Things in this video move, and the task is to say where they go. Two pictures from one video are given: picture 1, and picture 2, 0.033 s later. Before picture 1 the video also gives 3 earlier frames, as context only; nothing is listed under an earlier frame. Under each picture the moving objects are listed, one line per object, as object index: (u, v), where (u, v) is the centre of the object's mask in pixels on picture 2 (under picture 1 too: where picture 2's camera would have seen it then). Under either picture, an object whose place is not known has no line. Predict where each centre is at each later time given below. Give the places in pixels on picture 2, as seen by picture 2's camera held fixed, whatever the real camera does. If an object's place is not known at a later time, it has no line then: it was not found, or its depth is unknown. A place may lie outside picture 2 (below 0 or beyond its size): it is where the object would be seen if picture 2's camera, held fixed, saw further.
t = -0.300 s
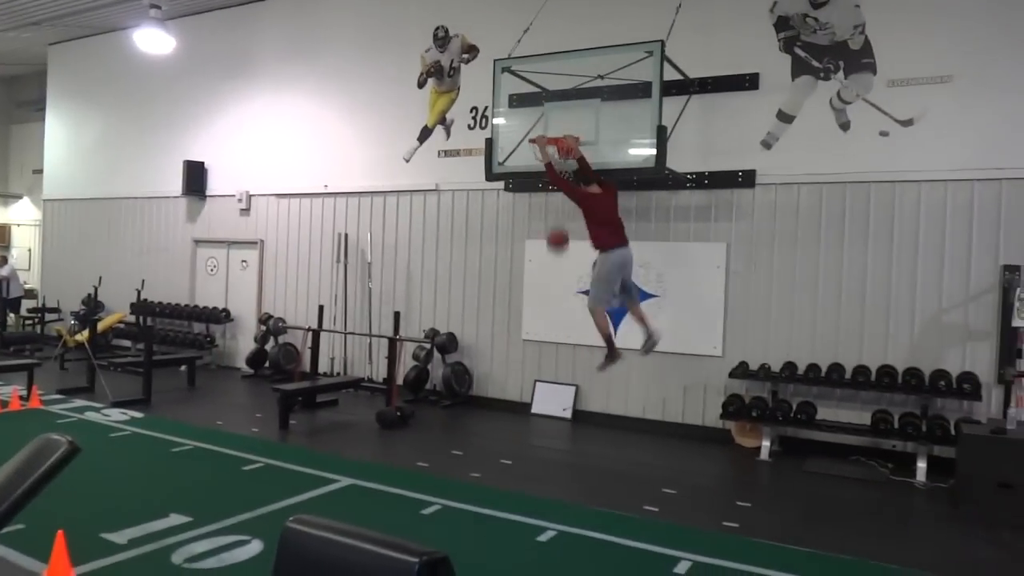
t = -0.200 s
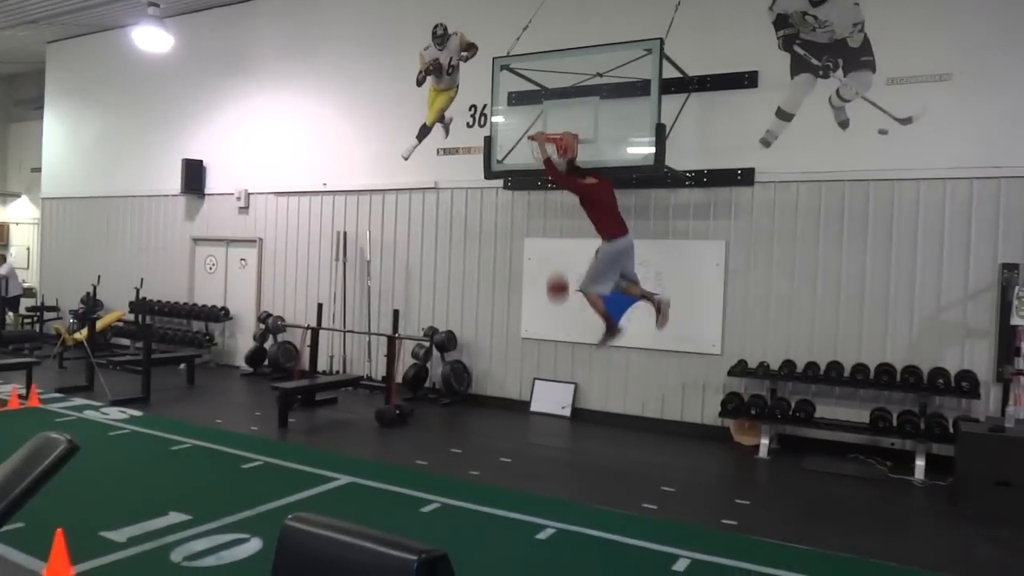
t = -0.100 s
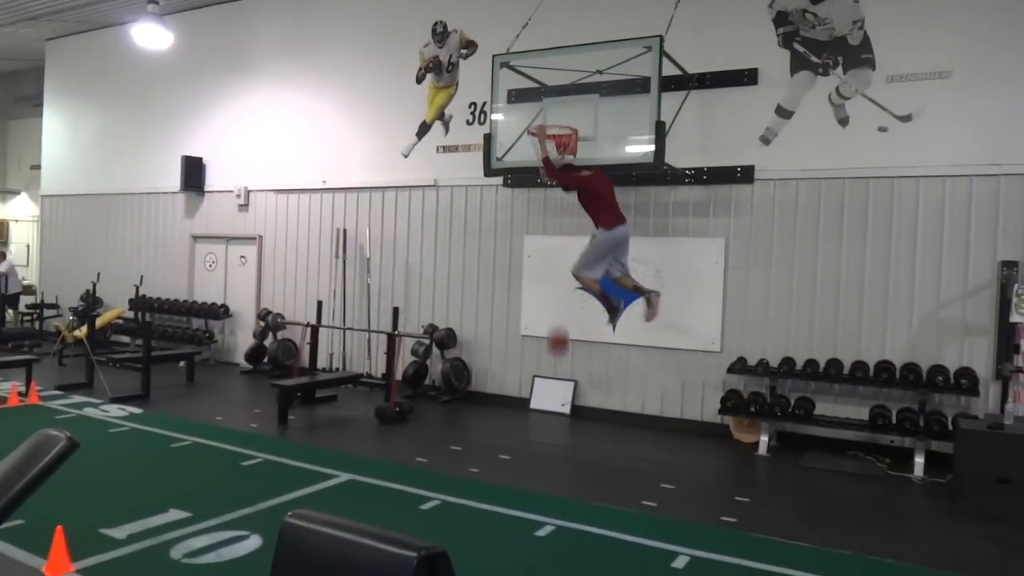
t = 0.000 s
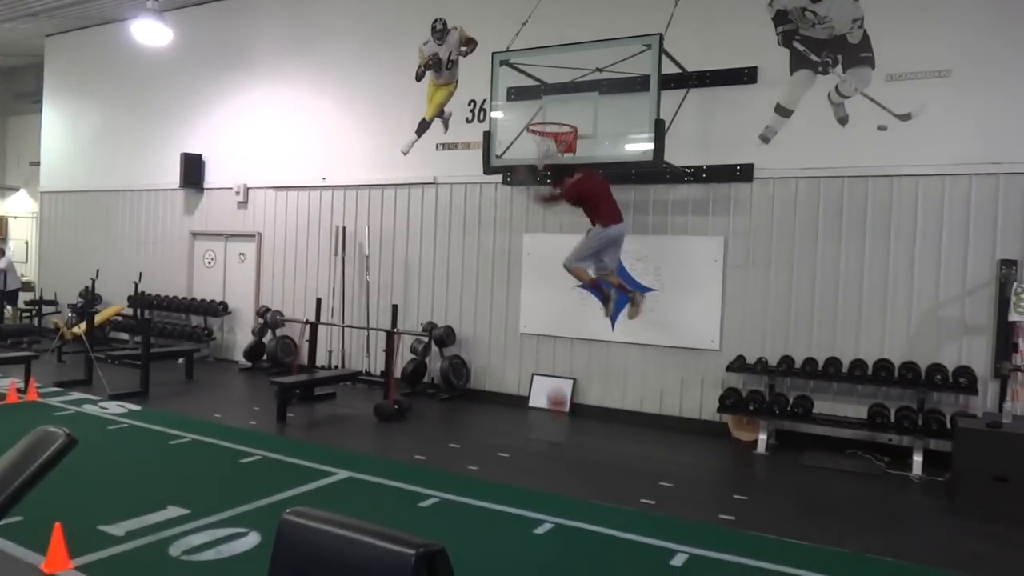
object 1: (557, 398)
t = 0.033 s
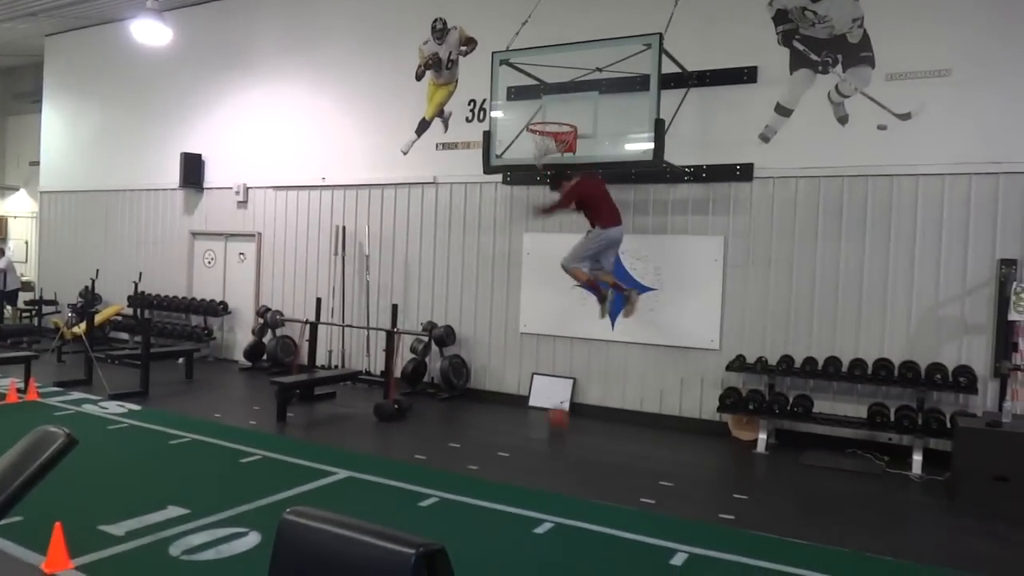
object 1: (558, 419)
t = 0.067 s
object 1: (559, 404)
